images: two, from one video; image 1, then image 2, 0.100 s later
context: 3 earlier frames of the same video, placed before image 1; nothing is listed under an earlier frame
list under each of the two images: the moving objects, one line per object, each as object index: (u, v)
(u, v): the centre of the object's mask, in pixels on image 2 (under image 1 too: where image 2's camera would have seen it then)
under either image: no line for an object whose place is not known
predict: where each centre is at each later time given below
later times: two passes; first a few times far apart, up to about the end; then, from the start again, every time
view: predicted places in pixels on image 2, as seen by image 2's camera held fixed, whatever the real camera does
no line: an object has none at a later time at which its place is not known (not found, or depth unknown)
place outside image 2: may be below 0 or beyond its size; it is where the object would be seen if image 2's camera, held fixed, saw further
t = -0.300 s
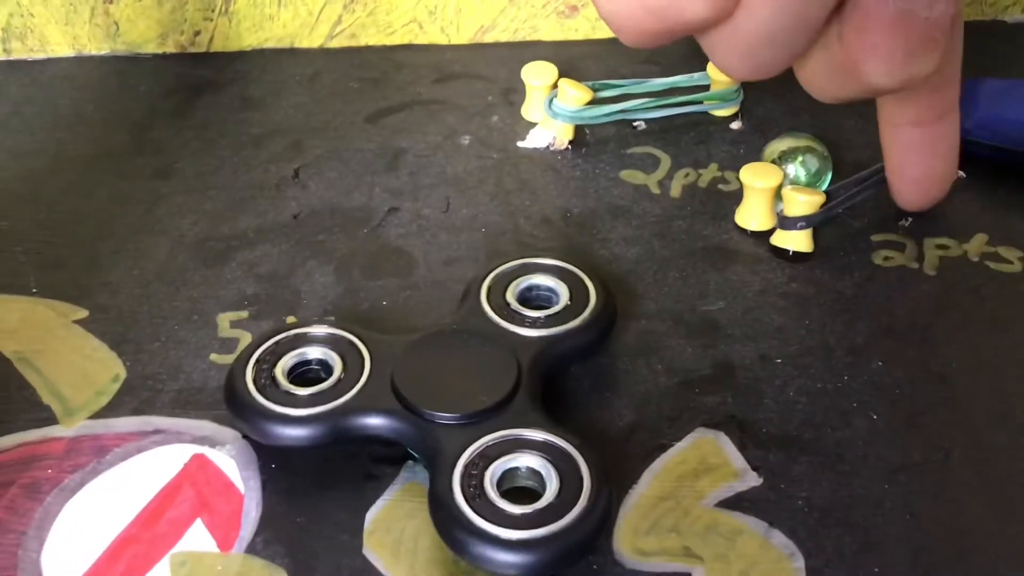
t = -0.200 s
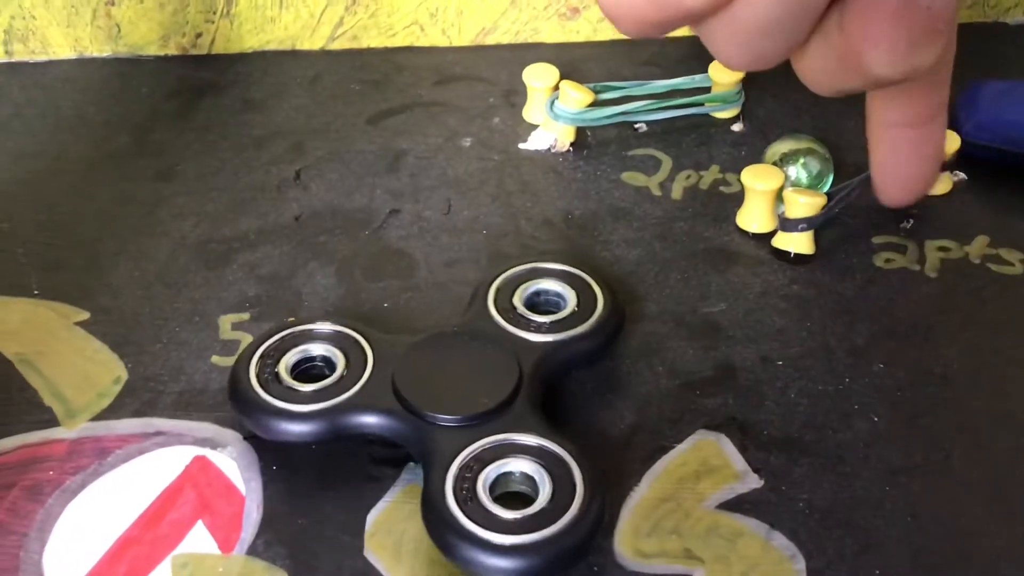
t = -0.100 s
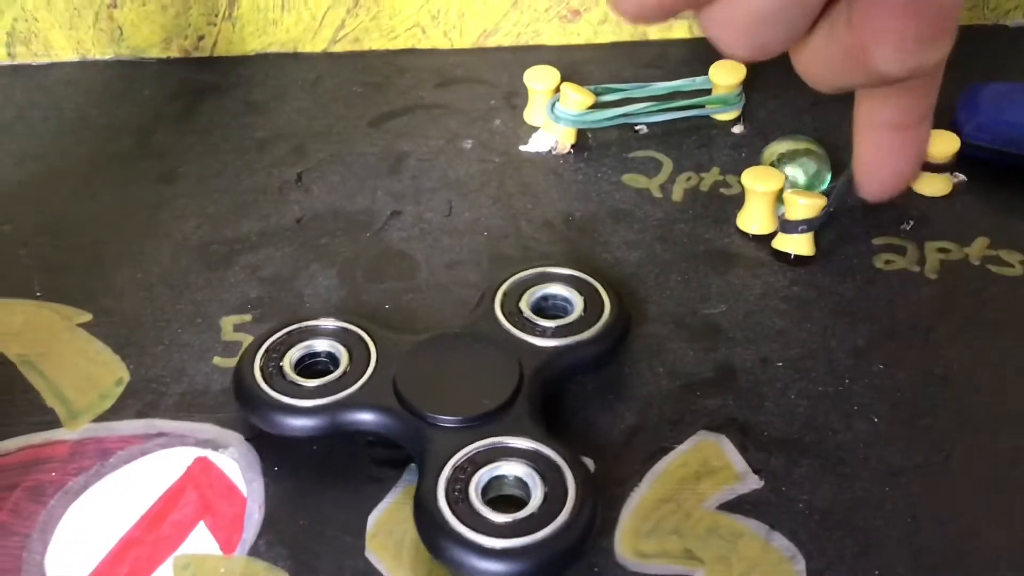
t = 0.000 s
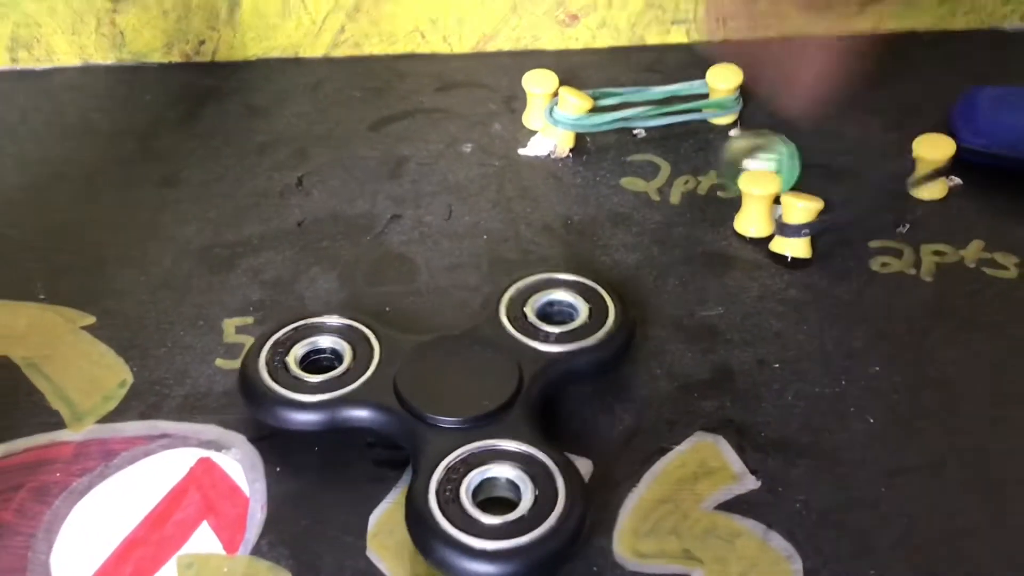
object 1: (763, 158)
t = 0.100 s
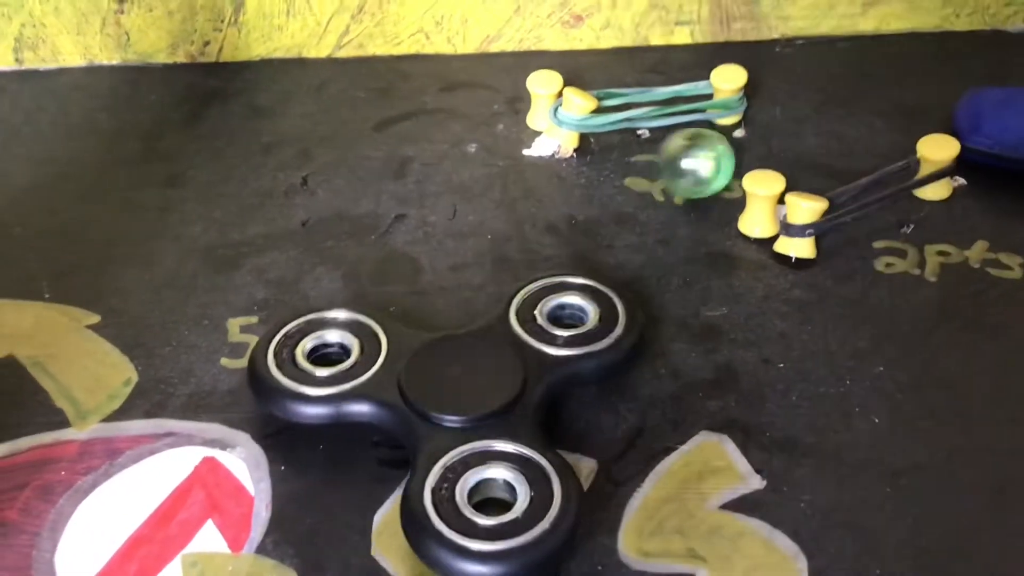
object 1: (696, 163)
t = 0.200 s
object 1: (639, 189)
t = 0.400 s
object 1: (543, 261)
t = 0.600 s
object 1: (506, 294)
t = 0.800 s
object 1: (584, 326)
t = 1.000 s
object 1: (708, 416)
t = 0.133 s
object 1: (675, 169)
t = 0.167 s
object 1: (657, 177)
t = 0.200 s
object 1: (639, 189)
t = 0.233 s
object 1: (622, 205)
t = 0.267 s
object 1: (606, 224)
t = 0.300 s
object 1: (589, 243)
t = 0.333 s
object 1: (572, 251)
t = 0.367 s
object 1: (557, 254)
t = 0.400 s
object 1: (543, 261)
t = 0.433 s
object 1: (530, 271)
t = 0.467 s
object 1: (518, 286)
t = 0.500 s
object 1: (506, 298)
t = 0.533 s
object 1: (496, 299)
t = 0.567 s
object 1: (500, 295)
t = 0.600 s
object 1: (506, 294)
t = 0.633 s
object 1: (513, 296)
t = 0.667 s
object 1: (521, 301)
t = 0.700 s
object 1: (530, 308)
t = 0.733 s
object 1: (544, 317)
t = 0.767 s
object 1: (564, 322)
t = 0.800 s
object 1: (584, 326)
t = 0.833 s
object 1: (602, 332)
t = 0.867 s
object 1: (619, 341)
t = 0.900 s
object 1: (640, 353)
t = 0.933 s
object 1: (661, 371)
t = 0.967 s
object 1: (682, 392)
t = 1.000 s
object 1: (708, 416)
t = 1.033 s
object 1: (736, 456)
